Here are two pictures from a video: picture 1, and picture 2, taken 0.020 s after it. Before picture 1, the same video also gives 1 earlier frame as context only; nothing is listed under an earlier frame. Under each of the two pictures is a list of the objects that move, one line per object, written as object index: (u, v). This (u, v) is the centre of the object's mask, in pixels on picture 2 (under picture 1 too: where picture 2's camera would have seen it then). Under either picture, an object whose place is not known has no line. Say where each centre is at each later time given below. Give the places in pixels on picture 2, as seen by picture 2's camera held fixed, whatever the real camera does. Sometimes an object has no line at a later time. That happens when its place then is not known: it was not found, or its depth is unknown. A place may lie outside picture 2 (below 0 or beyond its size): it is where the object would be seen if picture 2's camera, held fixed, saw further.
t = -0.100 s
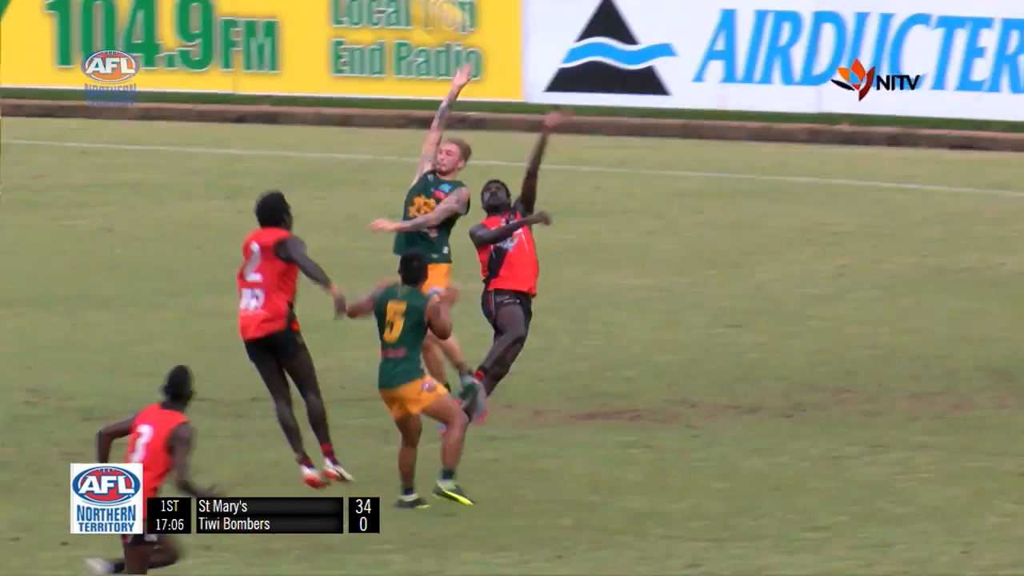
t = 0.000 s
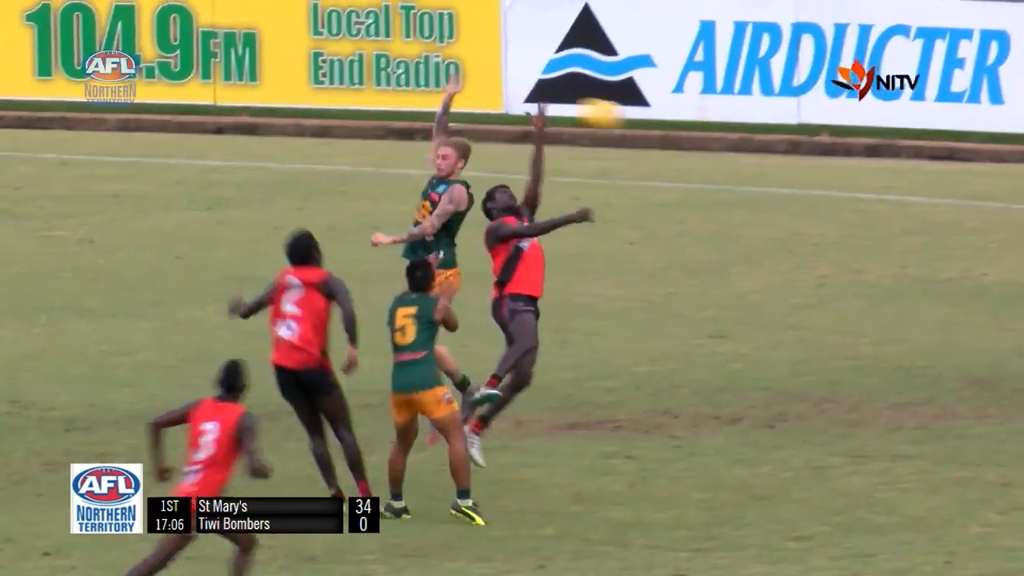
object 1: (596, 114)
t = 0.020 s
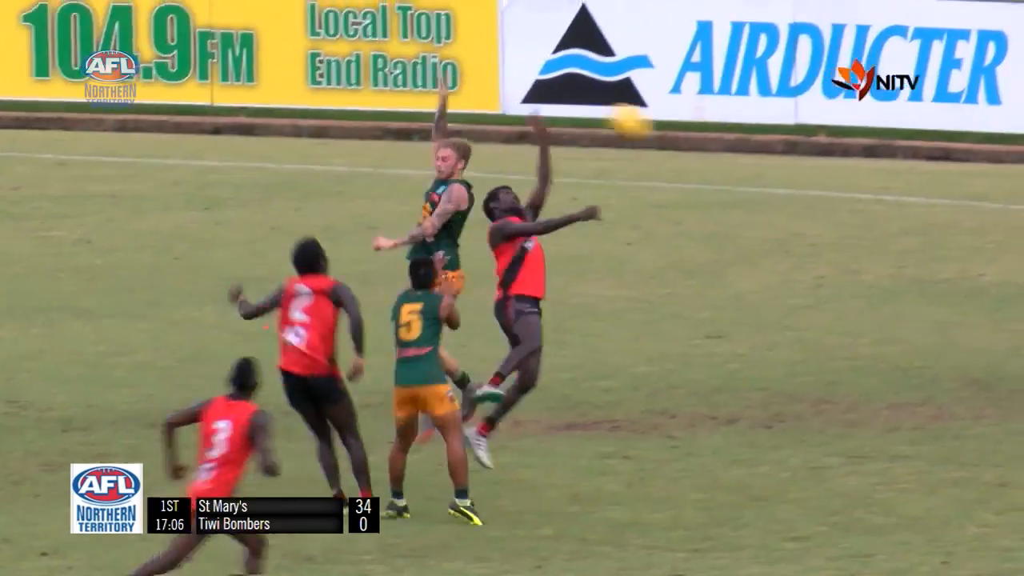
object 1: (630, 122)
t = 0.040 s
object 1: (663, 129)
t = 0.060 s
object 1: (693, 134)
